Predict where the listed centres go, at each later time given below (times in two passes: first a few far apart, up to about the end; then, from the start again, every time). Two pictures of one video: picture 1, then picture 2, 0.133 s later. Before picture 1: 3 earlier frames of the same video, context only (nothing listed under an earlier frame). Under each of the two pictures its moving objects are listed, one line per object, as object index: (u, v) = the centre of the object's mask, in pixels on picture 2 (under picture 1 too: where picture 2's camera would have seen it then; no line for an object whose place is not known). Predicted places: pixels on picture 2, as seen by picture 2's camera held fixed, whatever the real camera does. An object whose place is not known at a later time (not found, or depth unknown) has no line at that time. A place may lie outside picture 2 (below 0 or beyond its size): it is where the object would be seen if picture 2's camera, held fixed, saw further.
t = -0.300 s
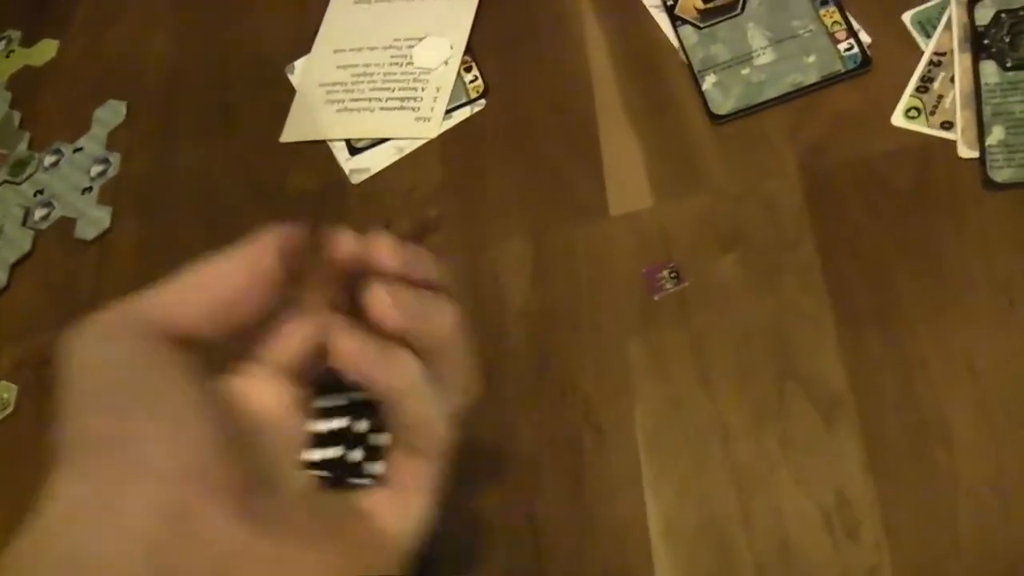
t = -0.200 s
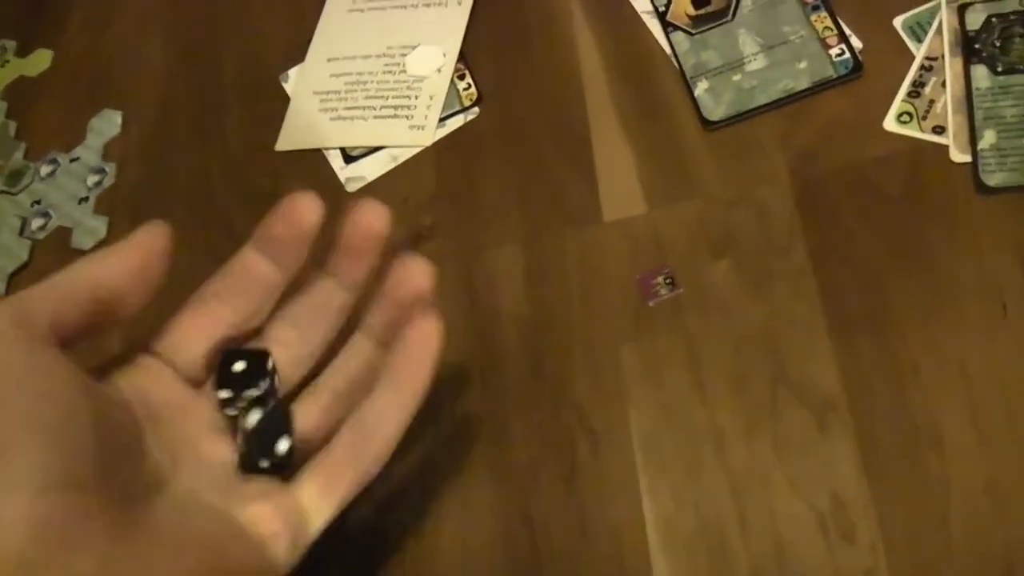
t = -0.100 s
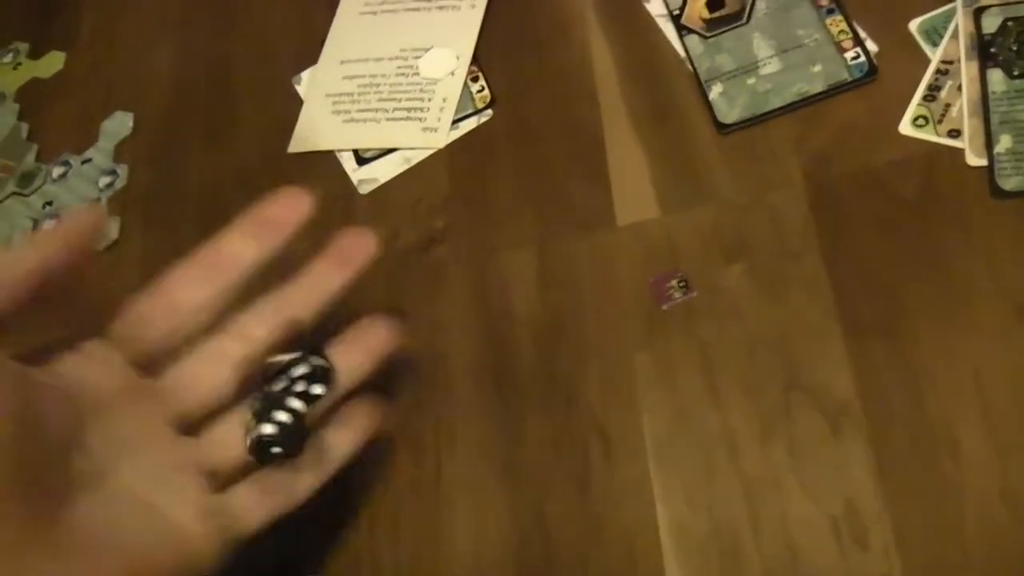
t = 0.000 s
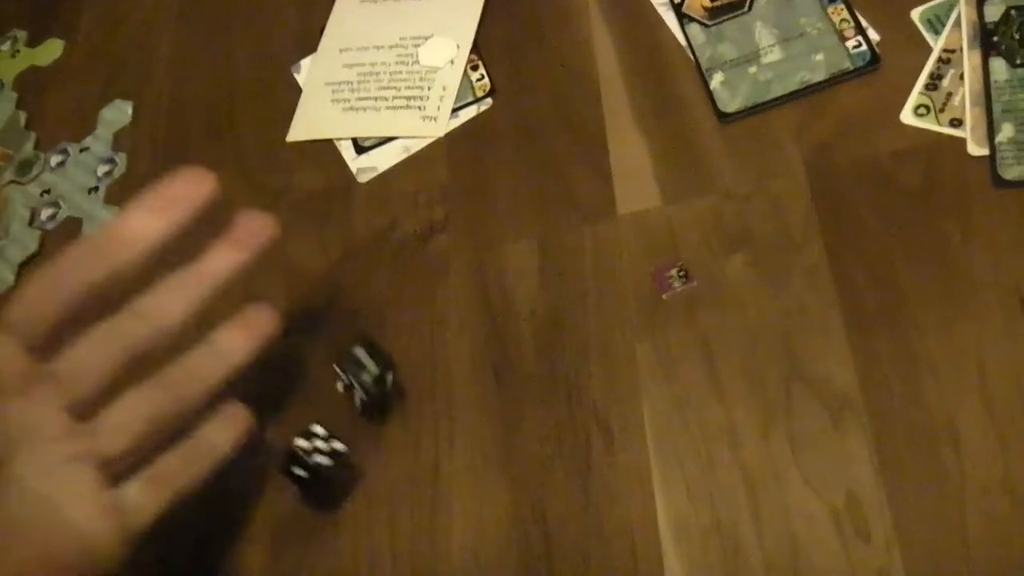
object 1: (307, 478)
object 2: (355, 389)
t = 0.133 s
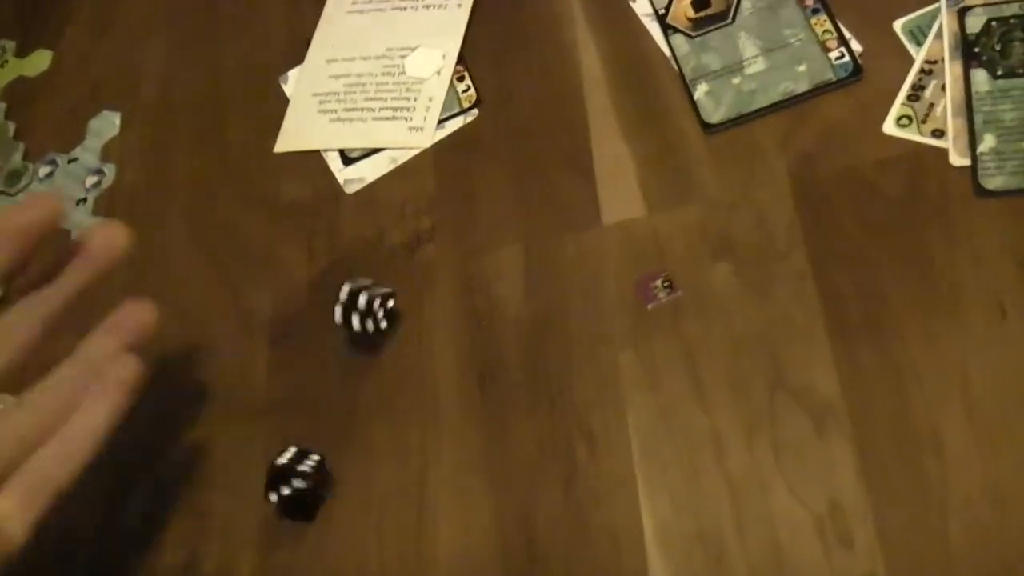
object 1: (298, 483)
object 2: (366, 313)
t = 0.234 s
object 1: (294, 491)
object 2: (391, 263)
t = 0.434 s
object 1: (290, 508)
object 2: (393, 230)
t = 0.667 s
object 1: (290, 507)
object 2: (388, 233)
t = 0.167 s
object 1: (296, 484)
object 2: (376, 295)
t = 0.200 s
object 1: (296, 487)
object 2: (384, 281)
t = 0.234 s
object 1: (294, 491)
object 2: (391, 263)
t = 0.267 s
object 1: (294, 497)
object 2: (396, 252)
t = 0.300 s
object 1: (291, 504)
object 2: (400, 244)
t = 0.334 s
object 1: (290, 508)
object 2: (400, 237)
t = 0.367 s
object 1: (290, 508)
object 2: (400, 233)
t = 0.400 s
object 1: (290, 508)
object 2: (397, 231)
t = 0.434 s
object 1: (290, 508)
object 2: (393, 230)
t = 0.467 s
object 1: (290, 507)
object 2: (390, 230)
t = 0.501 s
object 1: (290, 507)
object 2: (388, 231)
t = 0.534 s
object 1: (290, 507)
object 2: (388, 232)
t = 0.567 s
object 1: (290, 508)
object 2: (389, 233)
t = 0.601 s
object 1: (290, 508)
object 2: (388, 233)
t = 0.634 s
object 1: (290, 508)
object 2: (388, 233)
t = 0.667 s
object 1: (290, 507)
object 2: (388, 233)
